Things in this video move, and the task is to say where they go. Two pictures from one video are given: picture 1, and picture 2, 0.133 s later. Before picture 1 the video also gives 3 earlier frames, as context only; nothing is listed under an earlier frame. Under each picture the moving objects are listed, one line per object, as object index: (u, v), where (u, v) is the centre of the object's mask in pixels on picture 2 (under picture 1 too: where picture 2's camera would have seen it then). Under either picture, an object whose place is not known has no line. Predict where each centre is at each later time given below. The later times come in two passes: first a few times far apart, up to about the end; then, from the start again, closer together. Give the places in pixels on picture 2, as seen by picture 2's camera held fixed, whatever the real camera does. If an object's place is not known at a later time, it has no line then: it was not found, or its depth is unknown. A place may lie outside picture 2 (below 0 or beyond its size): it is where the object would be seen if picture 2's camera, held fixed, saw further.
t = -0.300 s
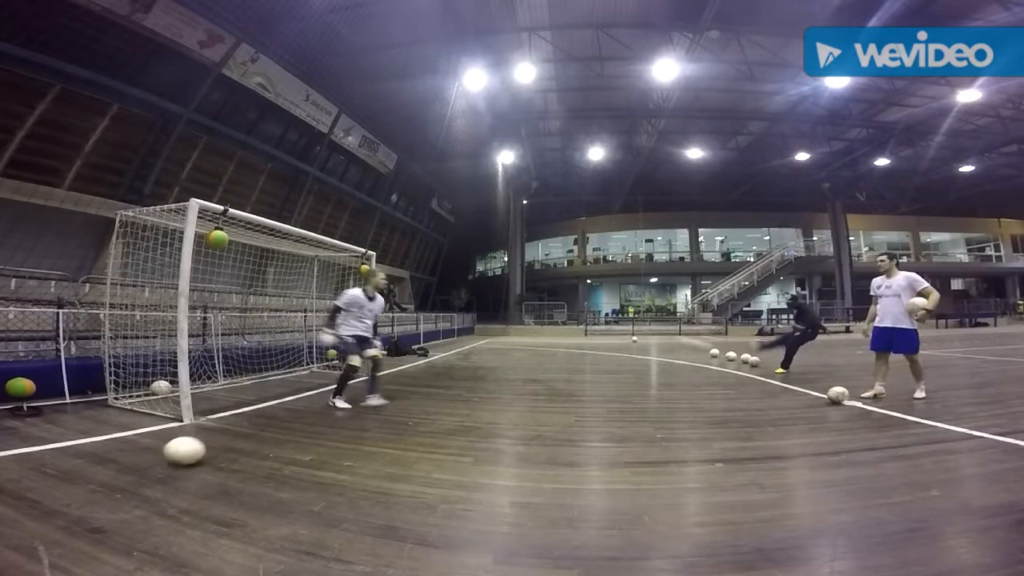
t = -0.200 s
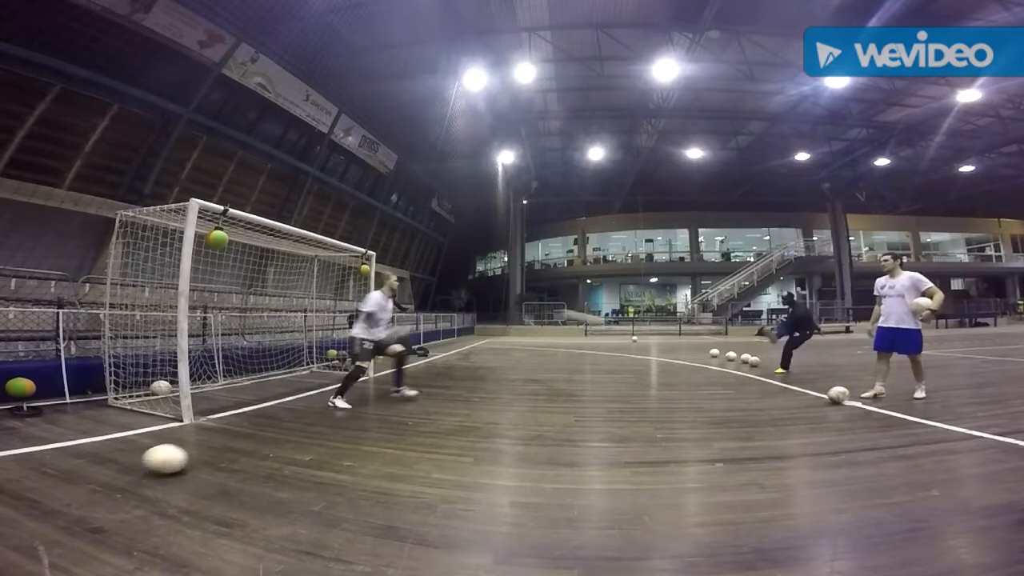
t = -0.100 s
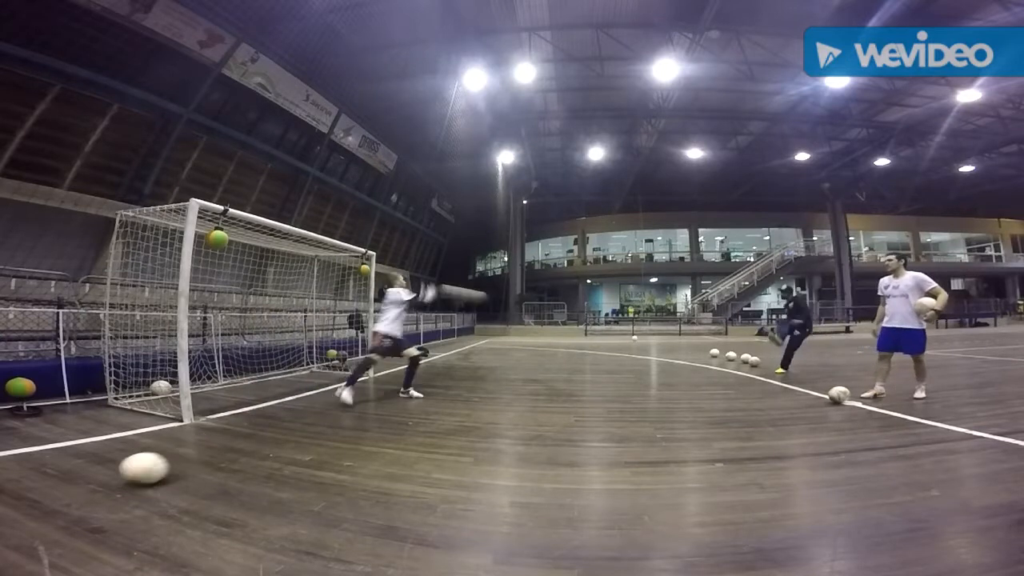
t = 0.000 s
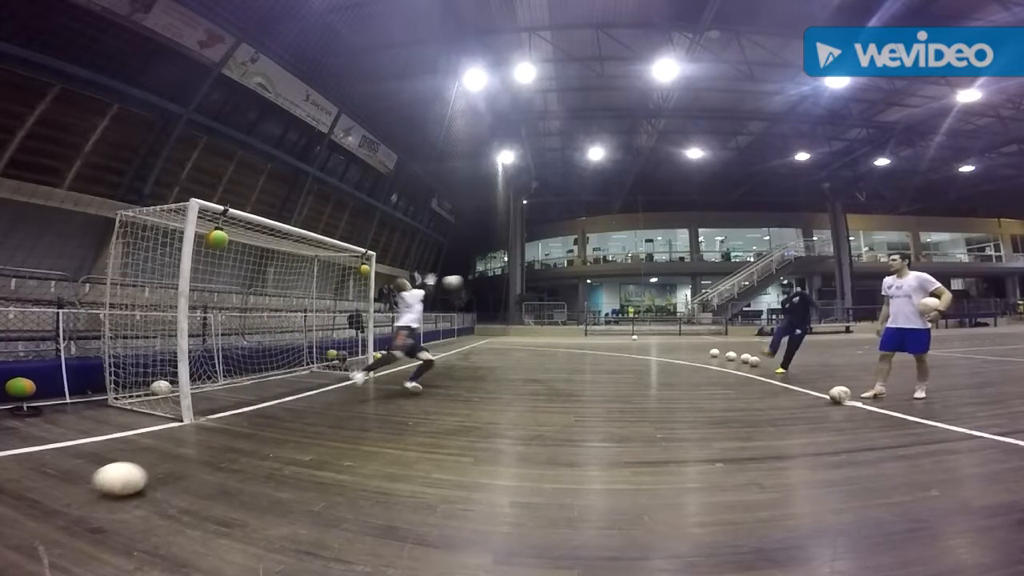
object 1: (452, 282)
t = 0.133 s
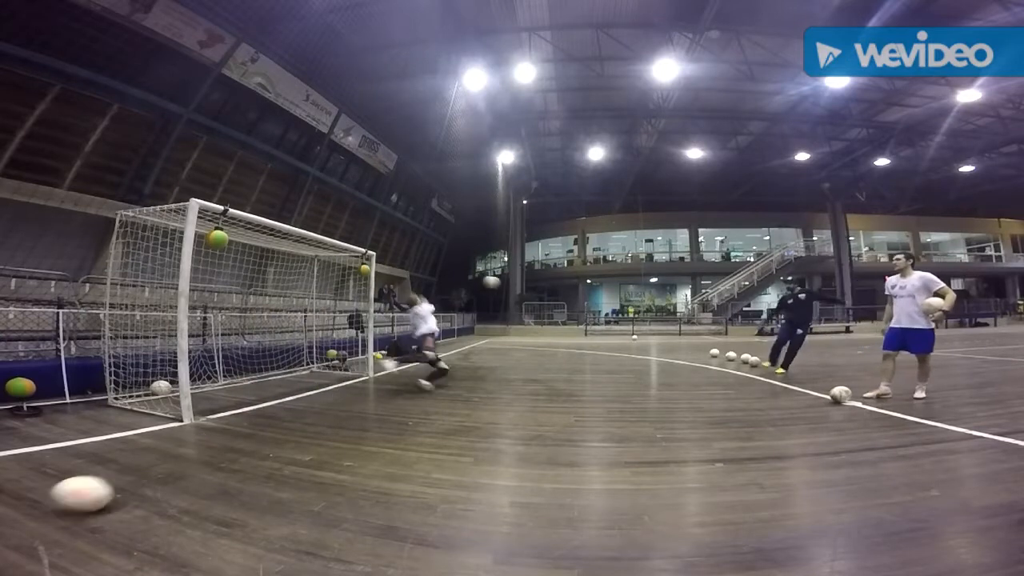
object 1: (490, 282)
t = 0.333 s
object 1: (534, 297)
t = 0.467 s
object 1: (559, 316)
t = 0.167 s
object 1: (499, 284)
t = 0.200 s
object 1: (507, 285)
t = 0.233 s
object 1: (515, 288)
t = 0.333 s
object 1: (534, 297)
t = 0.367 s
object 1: (542, 302)
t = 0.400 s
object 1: (547, 306)
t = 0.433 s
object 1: (555, 313)
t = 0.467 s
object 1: (559, 316)
